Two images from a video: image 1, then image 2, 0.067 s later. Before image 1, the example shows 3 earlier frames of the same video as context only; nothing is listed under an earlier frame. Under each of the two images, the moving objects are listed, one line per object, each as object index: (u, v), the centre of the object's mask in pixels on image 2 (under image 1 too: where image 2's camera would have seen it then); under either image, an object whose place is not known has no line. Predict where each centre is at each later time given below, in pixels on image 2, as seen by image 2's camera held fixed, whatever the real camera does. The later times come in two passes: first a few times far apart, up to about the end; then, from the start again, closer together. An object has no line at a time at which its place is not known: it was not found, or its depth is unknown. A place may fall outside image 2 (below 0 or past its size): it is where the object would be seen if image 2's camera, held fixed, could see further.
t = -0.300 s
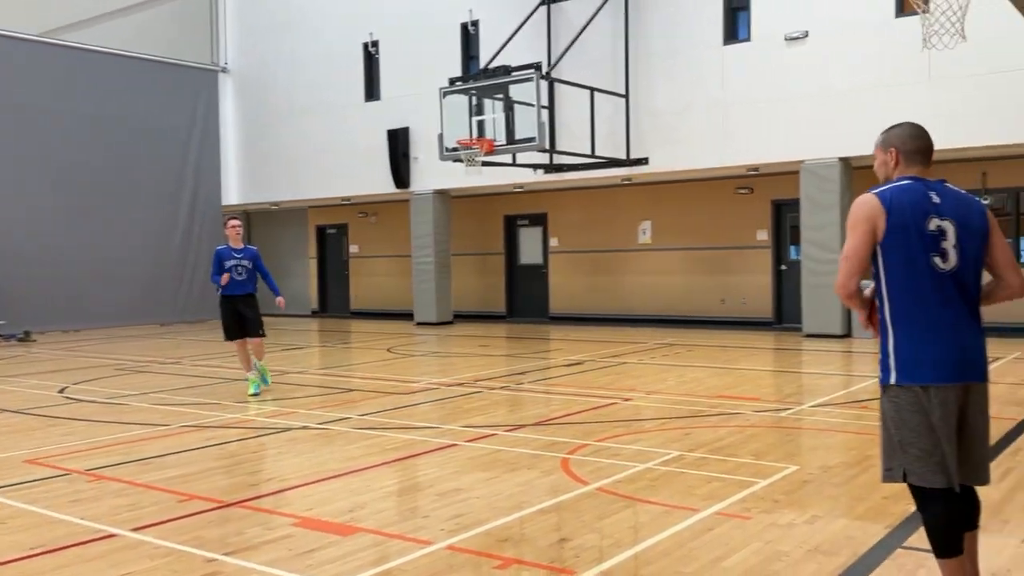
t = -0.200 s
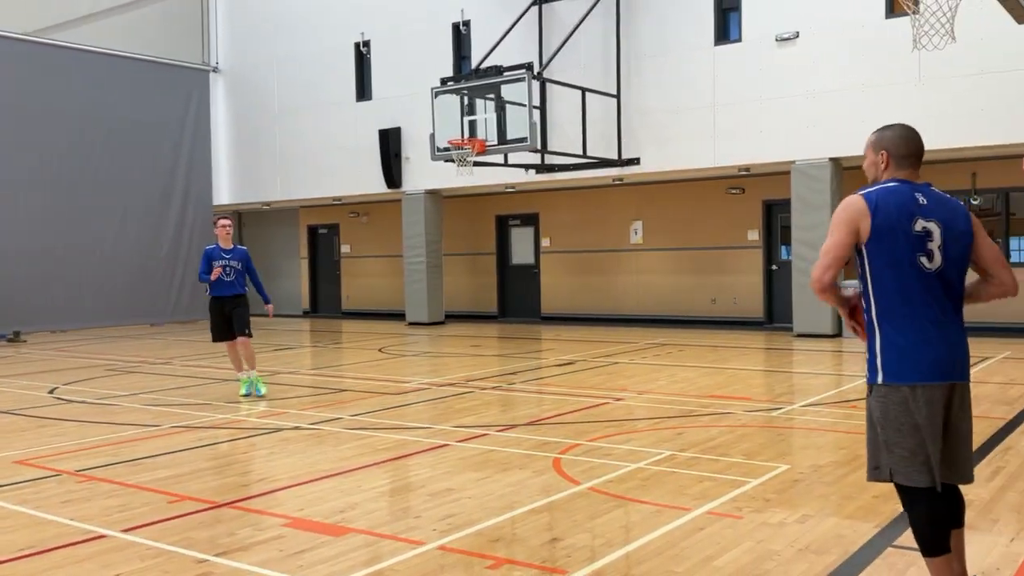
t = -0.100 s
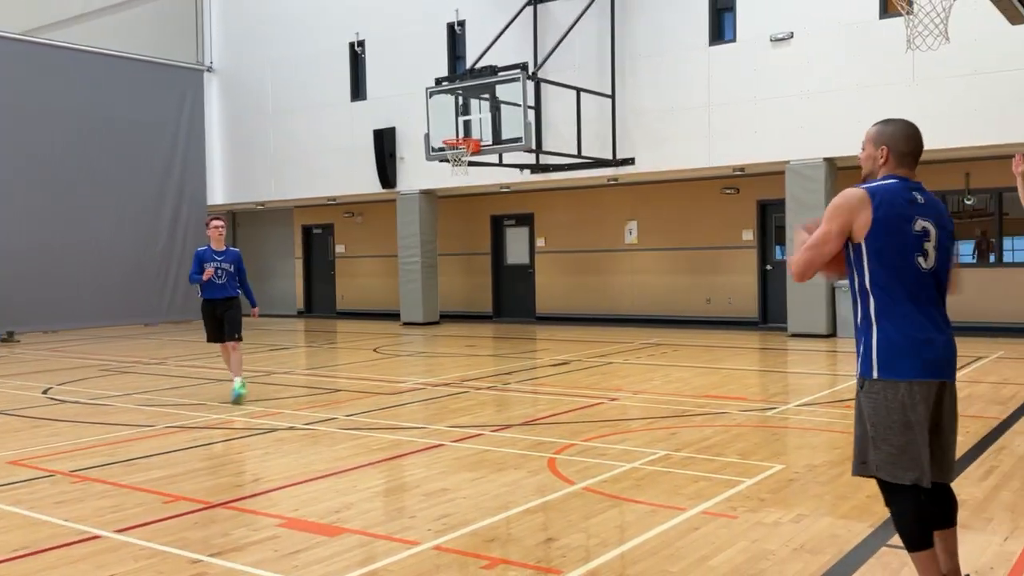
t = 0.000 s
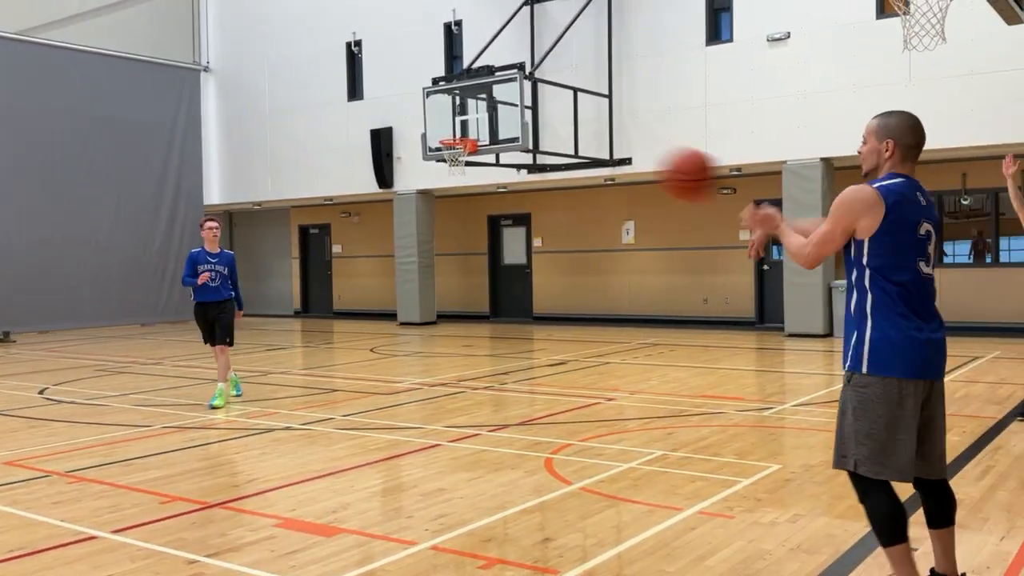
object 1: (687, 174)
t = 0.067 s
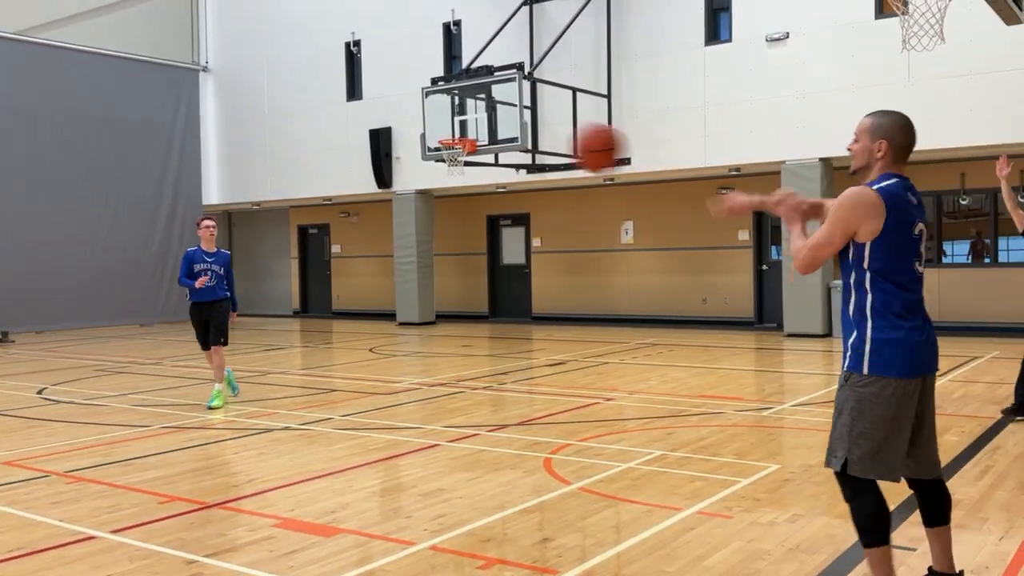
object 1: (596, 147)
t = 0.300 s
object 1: (372, 131)
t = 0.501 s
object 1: (246, 177)
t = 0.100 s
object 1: (556, 138)
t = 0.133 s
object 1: (520, 132)
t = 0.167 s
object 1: (486, 128)
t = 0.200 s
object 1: (454, 125)
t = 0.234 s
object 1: (424, 126)
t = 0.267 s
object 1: (397, 128)
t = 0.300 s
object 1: (372, 131)
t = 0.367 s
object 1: (324, 141)
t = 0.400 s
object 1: (303, 149)
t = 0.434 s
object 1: (283, 157)
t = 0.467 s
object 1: (265, 166)
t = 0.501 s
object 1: (246, 177)
